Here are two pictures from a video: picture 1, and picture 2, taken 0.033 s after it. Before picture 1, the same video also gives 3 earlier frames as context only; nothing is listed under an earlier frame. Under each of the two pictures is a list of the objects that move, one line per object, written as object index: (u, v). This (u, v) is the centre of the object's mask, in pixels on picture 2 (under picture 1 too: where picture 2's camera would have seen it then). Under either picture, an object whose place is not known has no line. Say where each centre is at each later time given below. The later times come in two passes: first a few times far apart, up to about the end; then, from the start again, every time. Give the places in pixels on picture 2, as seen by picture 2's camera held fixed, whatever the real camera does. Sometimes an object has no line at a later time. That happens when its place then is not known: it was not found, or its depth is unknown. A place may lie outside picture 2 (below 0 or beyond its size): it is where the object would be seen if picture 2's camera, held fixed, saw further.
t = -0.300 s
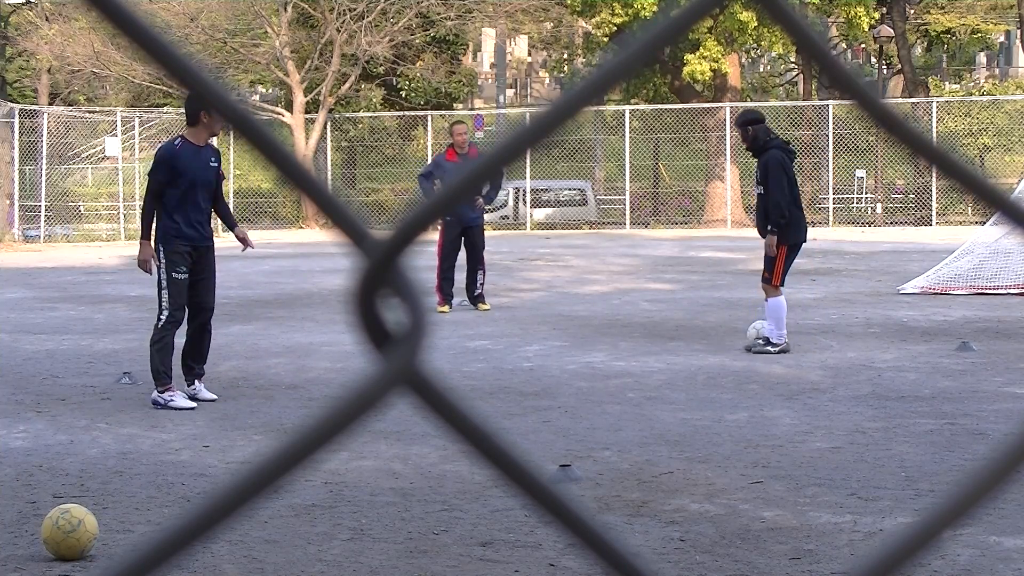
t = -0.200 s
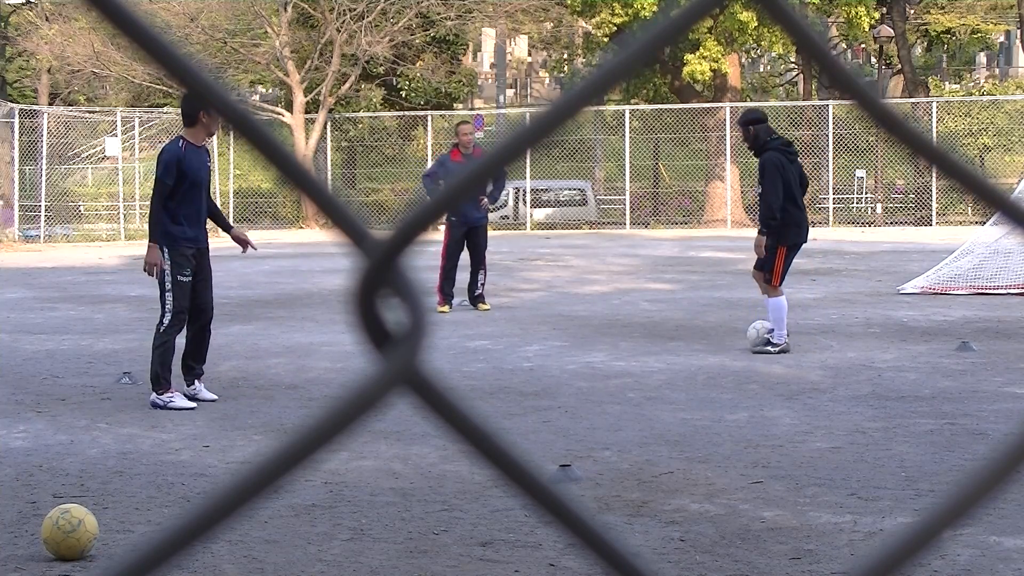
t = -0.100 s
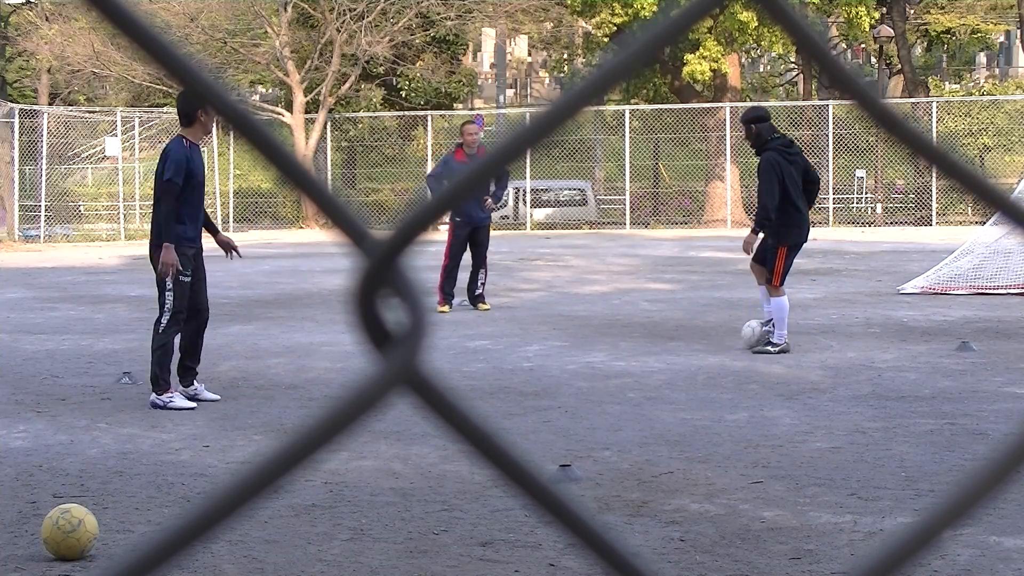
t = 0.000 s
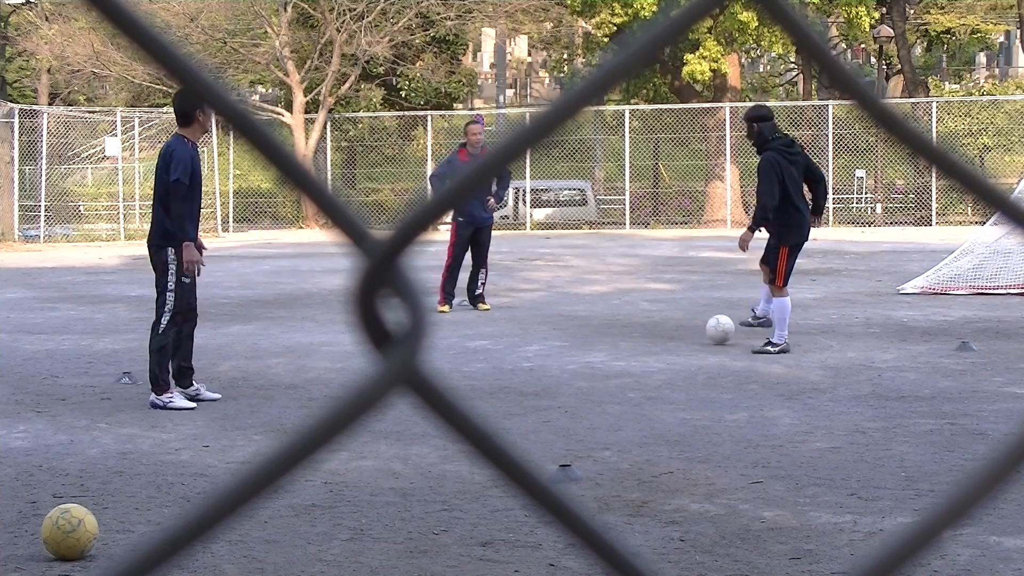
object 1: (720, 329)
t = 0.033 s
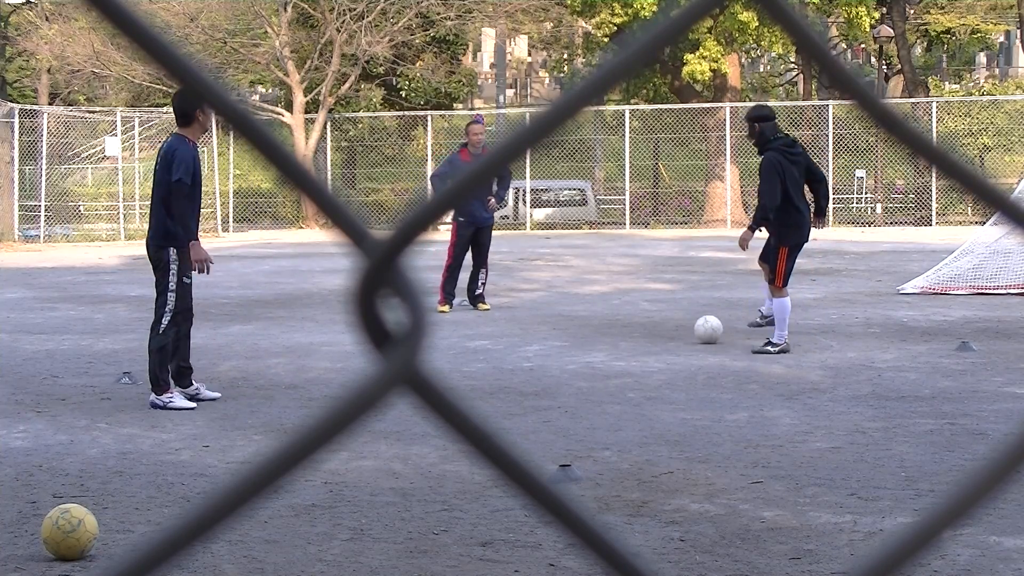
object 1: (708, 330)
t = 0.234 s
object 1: (653, 324)
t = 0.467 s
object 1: (607, 318)
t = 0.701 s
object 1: (564, 313)
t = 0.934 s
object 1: (527, 308)
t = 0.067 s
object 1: (698, 328)
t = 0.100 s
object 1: (688, 327)
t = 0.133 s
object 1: (678, 326)
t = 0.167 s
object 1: (669, 325)
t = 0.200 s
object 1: (661, 325)
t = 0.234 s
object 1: (653, 324)
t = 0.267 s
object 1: (646, 323)
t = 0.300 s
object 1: (639, 322)
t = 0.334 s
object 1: (632, 322)
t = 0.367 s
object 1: (626, 320)
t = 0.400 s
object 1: (619, 319)
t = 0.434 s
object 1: (613, 319)
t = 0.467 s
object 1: (607, 318)
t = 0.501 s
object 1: (600, 317)
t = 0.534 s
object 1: (594, 317)
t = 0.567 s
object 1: (588, 316)
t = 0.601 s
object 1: (582, 316)
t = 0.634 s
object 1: (576, 315)
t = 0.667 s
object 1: (570, 314)
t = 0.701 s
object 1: (564, 313)
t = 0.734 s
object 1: (558, 313)
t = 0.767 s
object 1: (553, 311)
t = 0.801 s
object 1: (548, 309)
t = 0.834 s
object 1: (543, 309)
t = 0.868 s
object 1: (538, 310)
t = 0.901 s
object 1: (533, 309)
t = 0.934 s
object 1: (527, 308)
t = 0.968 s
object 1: (523, 308)
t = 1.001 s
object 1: (518, 307)
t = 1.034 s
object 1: (513, 306)
